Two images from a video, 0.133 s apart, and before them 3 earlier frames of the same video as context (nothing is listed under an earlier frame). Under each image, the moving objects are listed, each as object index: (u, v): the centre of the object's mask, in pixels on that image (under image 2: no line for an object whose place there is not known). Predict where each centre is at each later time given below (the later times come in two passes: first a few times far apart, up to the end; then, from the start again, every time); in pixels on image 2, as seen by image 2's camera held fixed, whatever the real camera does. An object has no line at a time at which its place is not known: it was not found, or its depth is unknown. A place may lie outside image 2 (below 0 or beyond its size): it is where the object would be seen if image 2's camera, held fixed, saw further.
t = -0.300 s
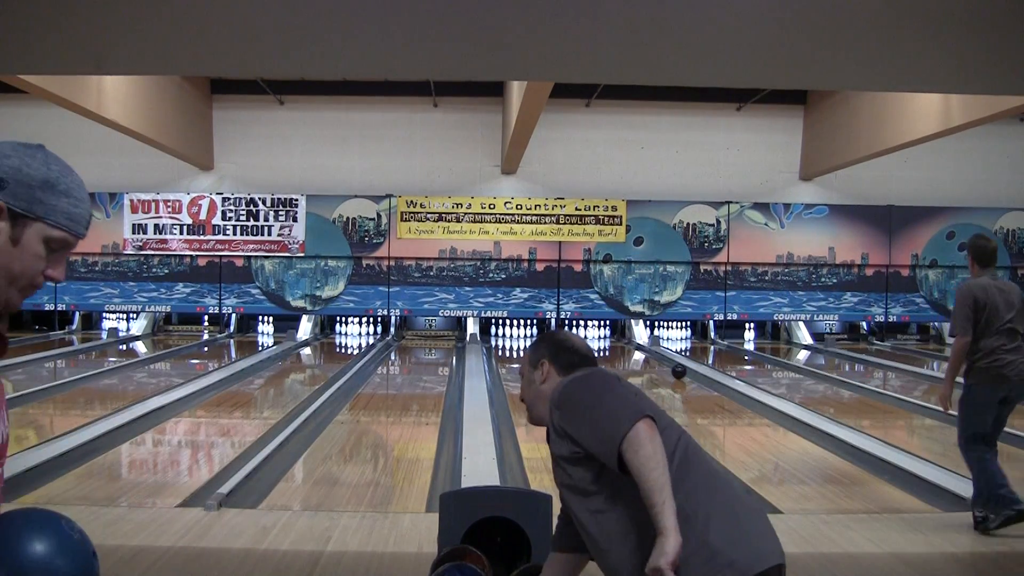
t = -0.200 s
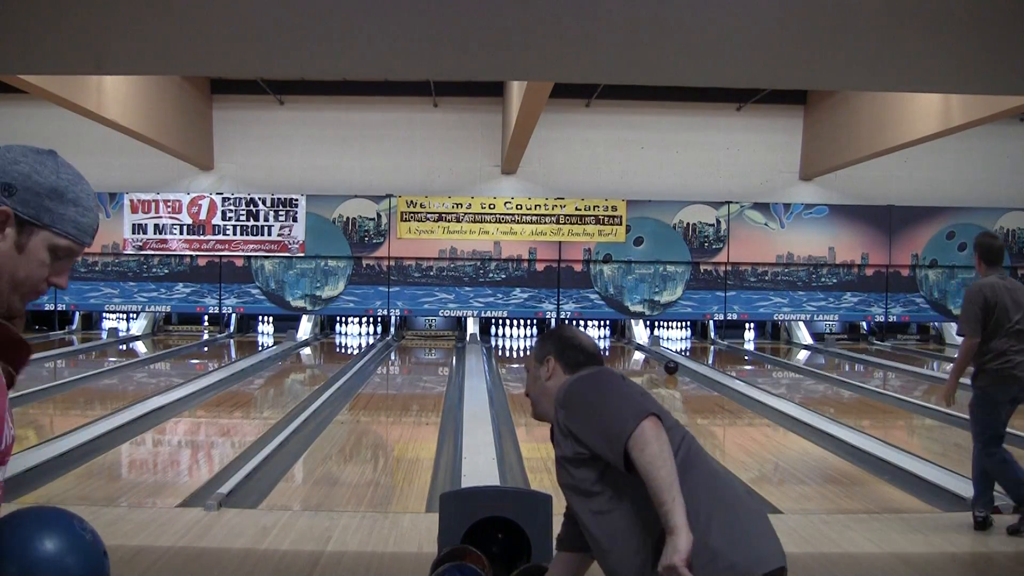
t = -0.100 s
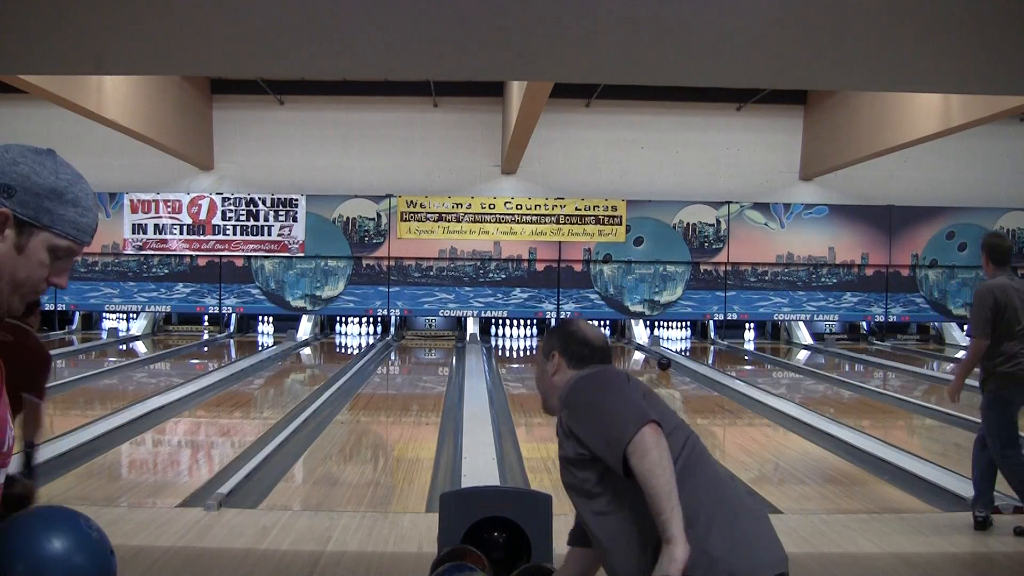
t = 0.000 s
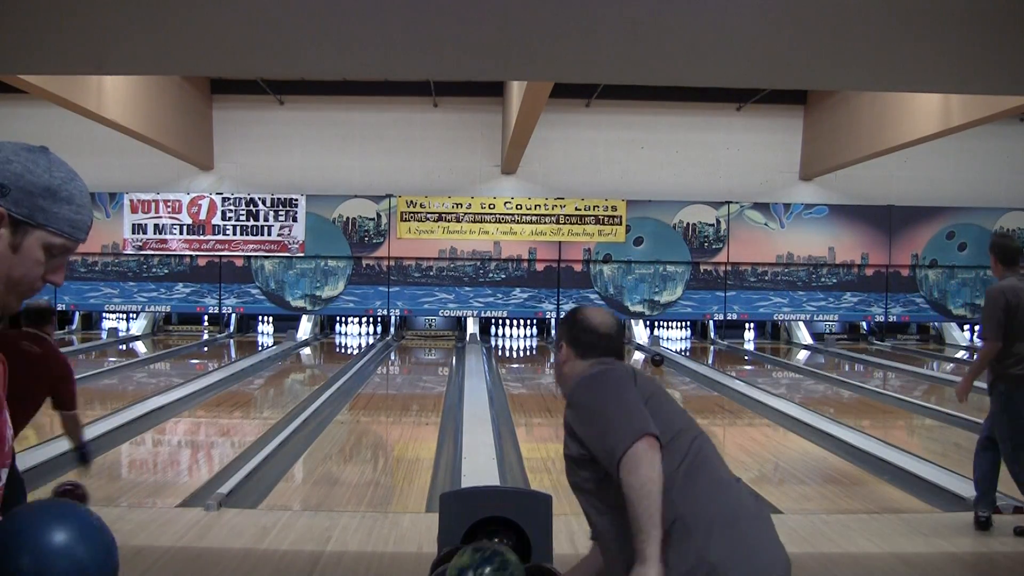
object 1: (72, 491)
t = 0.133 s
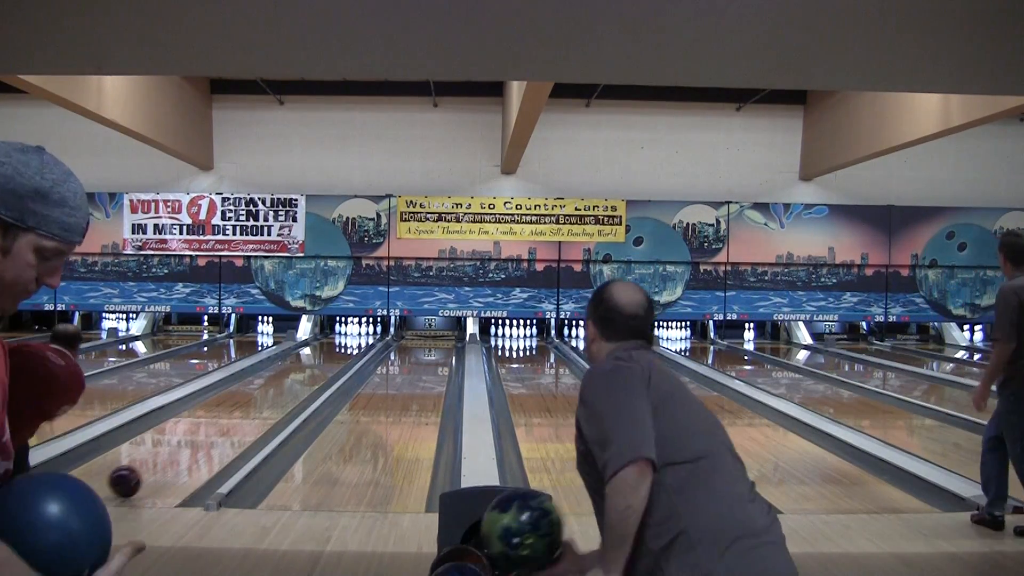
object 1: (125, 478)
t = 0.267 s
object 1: (167, 455)
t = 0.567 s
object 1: (233, 415)
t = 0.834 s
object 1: (272, 394)
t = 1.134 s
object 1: (303, 375)
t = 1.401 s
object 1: (323, 363)
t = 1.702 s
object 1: (340, 352)
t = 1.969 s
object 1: (351, 344)
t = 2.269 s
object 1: (358, 337)
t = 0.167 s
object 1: (136, 472)
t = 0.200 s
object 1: (147, 466)
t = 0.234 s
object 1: (158, 460)
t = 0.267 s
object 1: (167, 455)
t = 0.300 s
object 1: (176, 449)
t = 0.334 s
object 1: (185, 444)
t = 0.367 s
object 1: (192, 439)
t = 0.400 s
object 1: (200, 435)
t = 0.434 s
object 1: (208, 430)
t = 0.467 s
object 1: (215, 426)
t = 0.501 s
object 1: (221, 422)
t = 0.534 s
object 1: (227, 419)
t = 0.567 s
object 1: (233, 415)
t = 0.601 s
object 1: (239, 412)
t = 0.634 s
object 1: (244, 409)
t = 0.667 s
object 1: (249, 408)
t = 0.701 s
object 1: (254, 405)
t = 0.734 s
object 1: (259, 402)
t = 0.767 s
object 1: (263, 399)
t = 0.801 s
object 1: (268, 397)
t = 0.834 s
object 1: (272, 394)
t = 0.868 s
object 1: (276, 392)
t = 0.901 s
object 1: (280, 390)
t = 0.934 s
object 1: (284, 387)
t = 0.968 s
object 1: (287, 385)
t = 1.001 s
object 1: (290, 383)
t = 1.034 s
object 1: (294, 381)
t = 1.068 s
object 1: (297, 379)
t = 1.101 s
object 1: (300, 377)
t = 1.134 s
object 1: (303, 375)
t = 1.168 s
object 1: (306, 374)
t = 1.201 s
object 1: (309, 372)
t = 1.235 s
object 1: (312, 370)
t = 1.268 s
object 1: (314, 369)
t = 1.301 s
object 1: (317, 367)
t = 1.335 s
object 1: (319, 366)
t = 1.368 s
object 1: (322, 364)
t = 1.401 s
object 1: (323, 363)
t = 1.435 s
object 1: (326, 362)
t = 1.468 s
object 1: (328, 360)
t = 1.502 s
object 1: (330, 359)
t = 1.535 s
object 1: (332, 357)
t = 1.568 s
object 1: (334, 357)
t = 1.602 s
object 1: (336, 356)
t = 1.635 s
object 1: (338, 354)
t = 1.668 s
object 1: (339, 353)
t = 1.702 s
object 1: (340, 352)
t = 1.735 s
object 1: (342, 351)
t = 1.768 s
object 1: (343, 350)
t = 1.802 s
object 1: (346, 349)
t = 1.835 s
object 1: (347, 348)
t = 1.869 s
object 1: (348, 347)
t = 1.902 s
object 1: (349, 346)
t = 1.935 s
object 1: (351, 345)
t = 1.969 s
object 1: (351, 344)
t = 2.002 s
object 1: (353, 343)
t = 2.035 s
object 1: (354, 343)
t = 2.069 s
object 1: (355, 342)
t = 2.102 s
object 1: (355, 341)
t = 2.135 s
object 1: (356, 340)
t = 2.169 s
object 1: (356, 340)
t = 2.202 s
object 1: (357, 339)
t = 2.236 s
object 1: (358, 338)
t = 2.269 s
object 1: (358, 337)
